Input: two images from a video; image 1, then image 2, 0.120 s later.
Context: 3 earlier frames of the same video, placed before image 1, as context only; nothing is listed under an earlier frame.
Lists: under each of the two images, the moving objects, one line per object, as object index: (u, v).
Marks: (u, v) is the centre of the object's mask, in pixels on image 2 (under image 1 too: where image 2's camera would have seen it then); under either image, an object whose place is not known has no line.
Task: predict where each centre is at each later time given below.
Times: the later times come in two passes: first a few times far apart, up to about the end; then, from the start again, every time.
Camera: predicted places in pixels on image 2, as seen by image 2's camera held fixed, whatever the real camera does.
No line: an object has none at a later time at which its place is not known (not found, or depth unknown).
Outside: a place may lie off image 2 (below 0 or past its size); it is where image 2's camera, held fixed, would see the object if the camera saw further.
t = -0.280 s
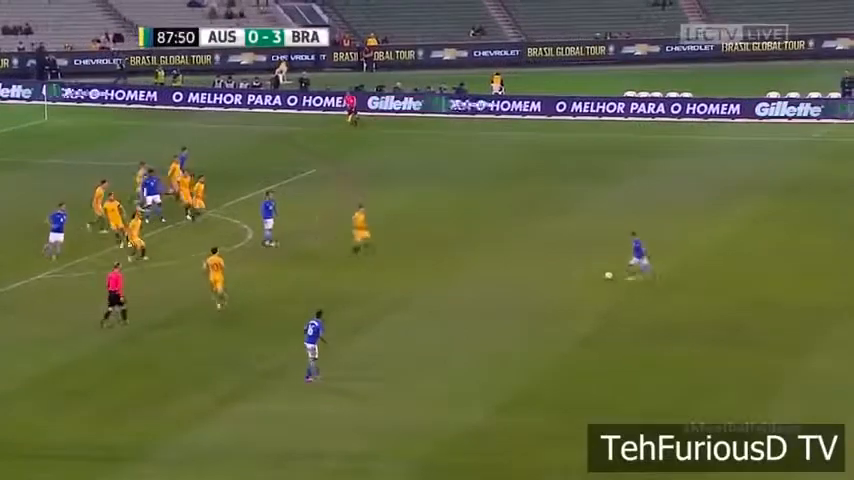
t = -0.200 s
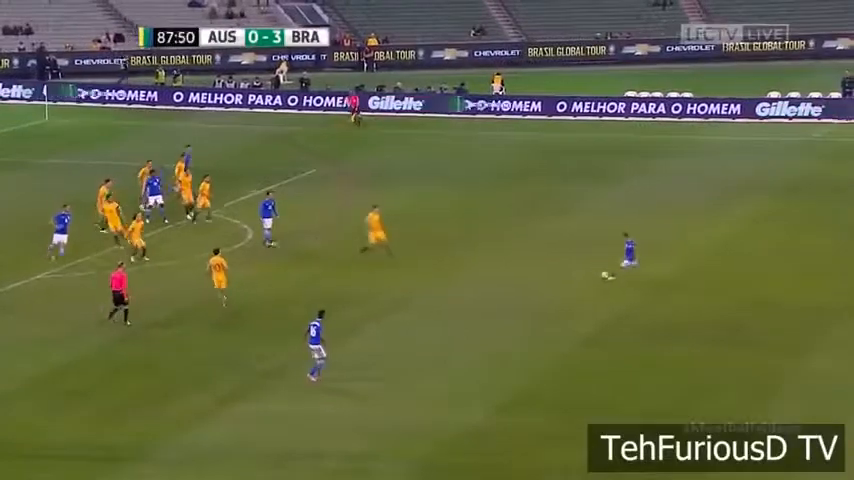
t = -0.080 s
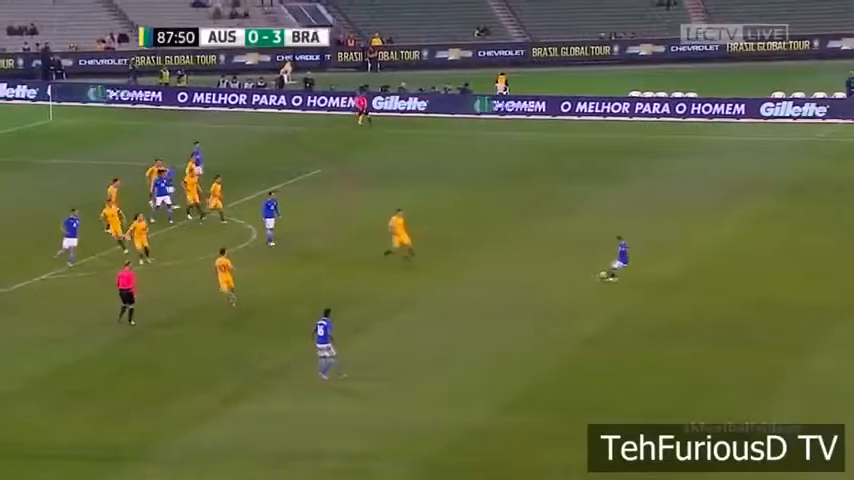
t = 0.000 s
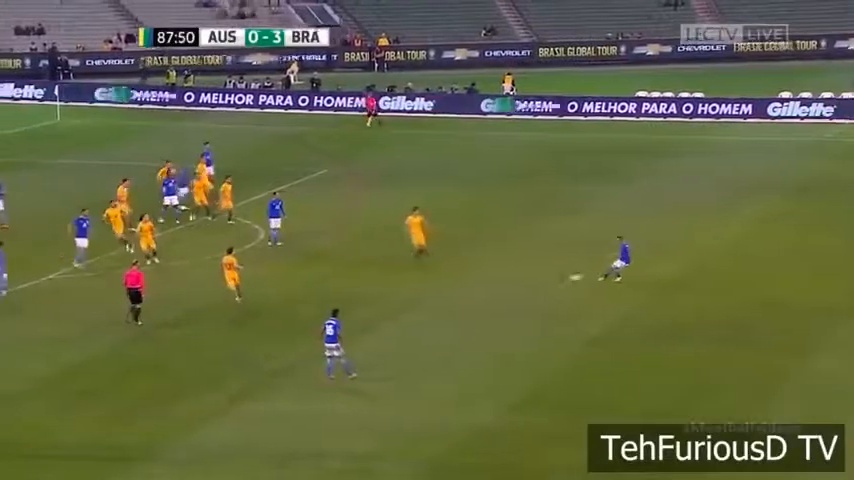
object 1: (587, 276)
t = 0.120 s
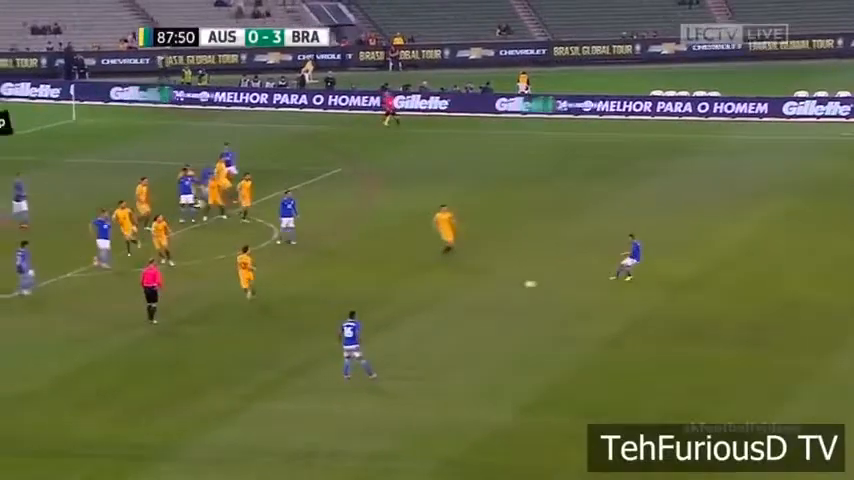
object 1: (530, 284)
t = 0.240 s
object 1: (472, 295)
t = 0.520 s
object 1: (342, 314)
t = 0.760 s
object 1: (238, 332)
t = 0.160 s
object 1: (512, 288)
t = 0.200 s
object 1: (491, 292)
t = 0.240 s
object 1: (472, 295)
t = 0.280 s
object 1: (454, 297)
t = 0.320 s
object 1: (436, 298)
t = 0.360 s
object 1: (416, 301)
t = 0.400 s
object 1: (398, 304)
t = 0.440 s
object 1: (379, 308)
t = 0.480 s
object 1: (361, 313)
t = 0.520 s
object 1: (342, 314)
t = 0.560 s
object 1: (326, 317)
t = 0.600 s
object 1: (308, 319)
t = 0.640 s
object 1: (290, 323)
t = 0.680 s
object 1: (272, 327)
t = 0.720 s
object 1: (255, 329)
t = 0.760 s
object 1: (238, 332)
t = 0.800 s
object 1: (221, 335)
